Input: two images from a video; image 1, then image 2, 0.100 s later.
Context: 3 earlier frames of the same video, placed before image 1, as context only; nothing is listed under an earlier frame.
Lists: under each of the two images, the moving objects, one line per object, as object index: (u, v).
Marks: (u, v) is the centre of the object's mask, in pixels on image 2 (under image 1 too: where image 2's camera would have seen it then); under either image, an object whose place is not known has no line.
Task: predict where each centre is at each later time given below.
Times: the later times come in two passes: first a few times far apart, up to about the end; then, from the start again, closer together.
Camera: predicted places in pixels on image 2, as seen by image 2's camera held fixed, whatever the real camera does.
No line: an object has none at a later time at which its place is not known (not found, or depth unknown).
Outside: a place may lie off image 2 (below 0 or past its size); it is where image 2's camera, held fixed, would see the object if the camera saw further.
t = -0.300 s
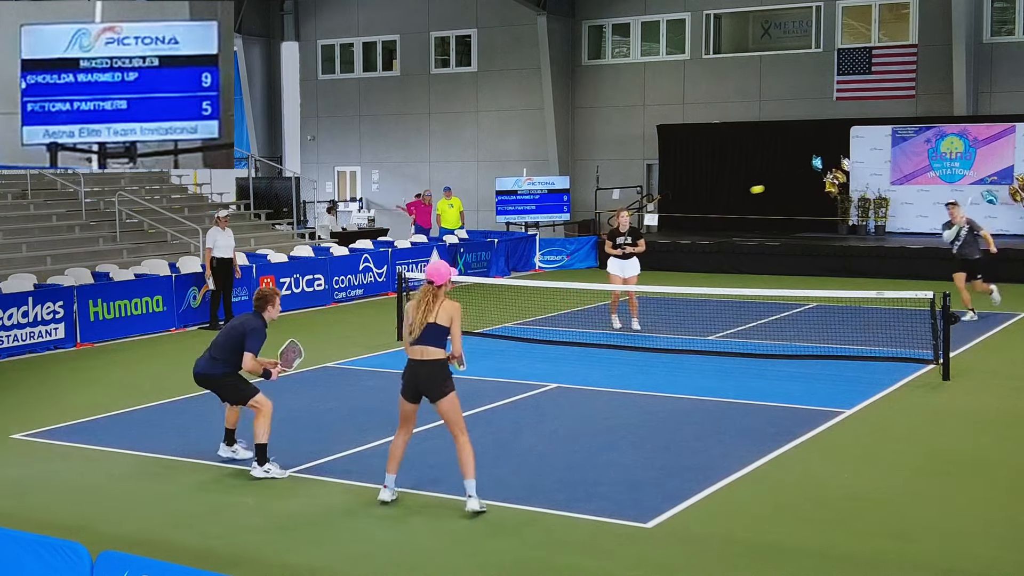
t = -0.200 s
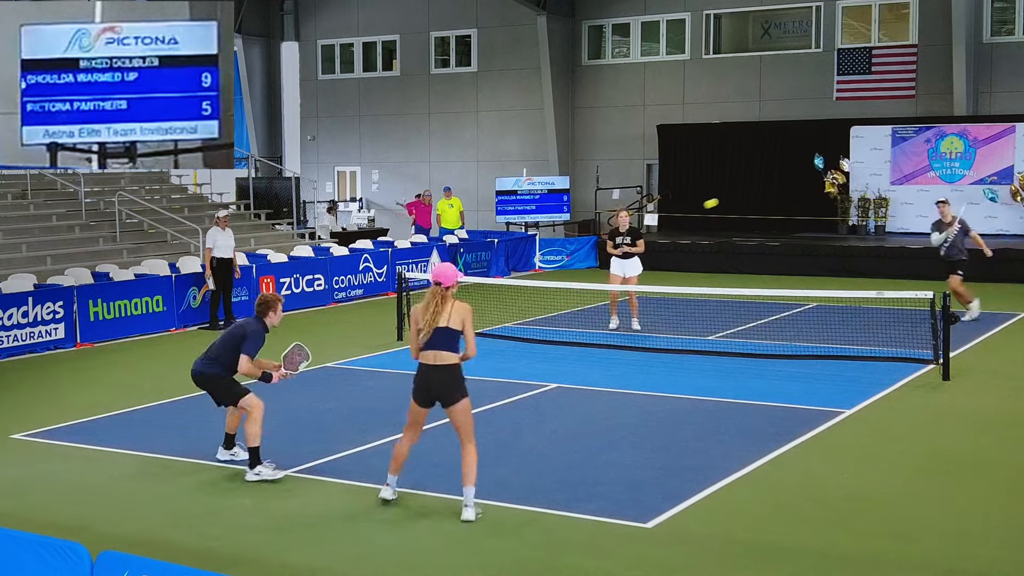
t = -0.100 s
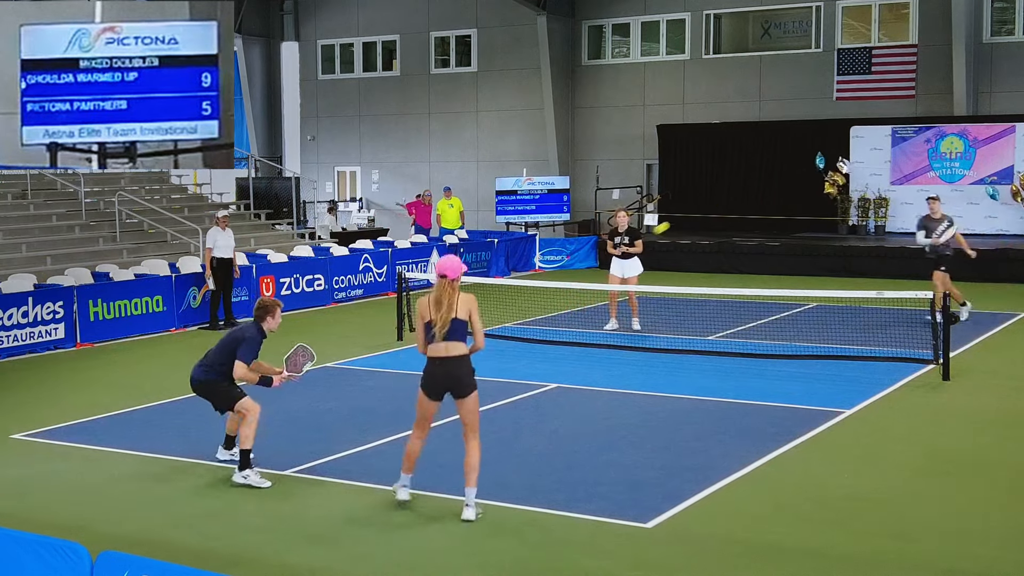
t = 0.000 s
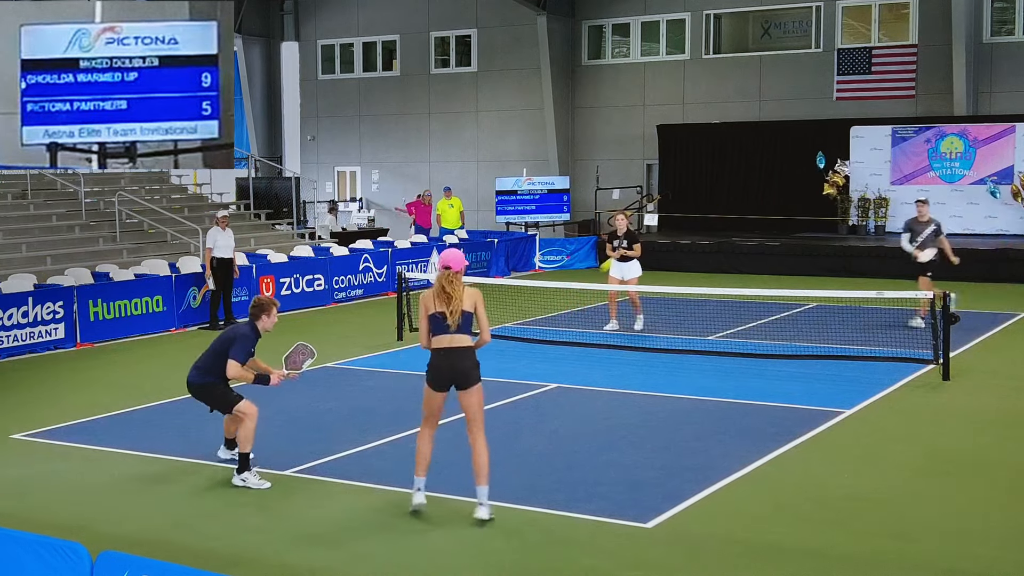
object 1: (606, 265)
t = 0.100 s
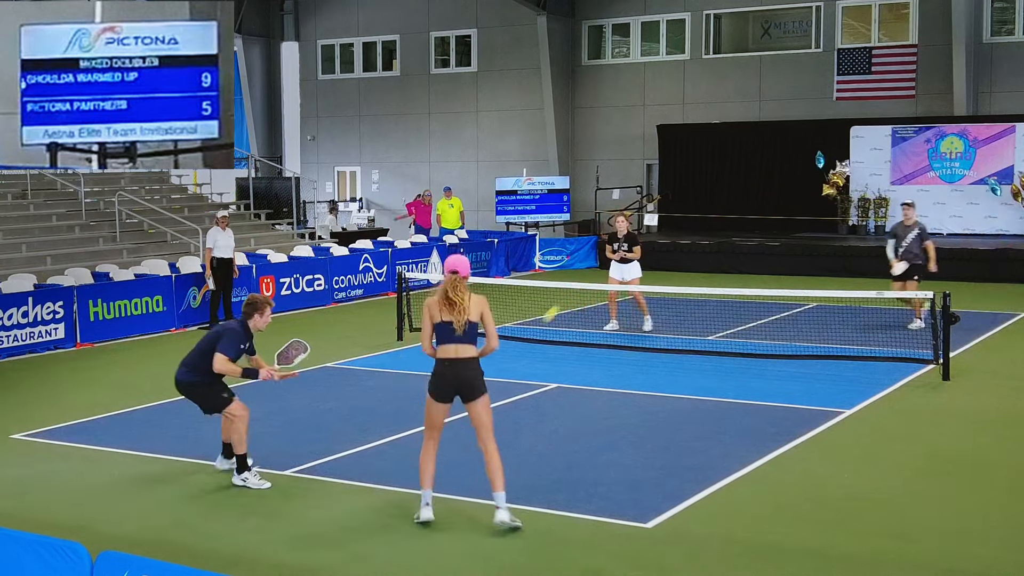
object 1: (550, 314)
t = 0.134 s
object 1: (531, 334)
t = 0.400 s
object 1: (377, 444)
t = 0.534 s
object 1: (321, 414)
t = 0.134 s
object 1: (531, 334)
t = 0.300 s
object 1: (424, 456)
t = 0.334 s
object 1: (404, 468)
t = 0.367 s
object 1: (391, 455)
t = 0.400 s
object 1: (377, 444)
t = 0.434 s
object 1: (363, 434)
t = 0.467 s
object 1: (349, 426)
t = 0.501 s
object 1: (335, 419)
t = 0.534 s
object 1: (321, 414)
